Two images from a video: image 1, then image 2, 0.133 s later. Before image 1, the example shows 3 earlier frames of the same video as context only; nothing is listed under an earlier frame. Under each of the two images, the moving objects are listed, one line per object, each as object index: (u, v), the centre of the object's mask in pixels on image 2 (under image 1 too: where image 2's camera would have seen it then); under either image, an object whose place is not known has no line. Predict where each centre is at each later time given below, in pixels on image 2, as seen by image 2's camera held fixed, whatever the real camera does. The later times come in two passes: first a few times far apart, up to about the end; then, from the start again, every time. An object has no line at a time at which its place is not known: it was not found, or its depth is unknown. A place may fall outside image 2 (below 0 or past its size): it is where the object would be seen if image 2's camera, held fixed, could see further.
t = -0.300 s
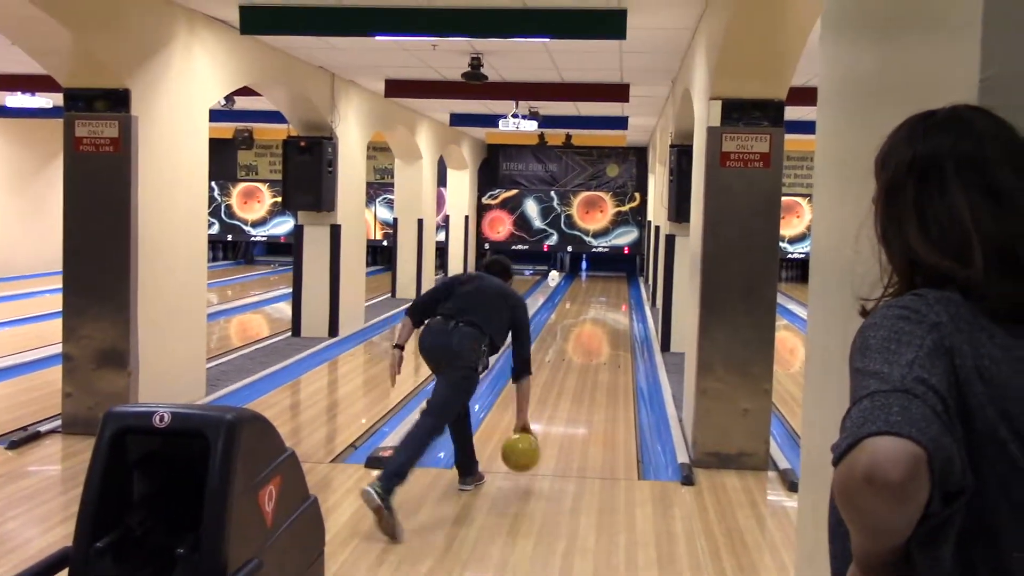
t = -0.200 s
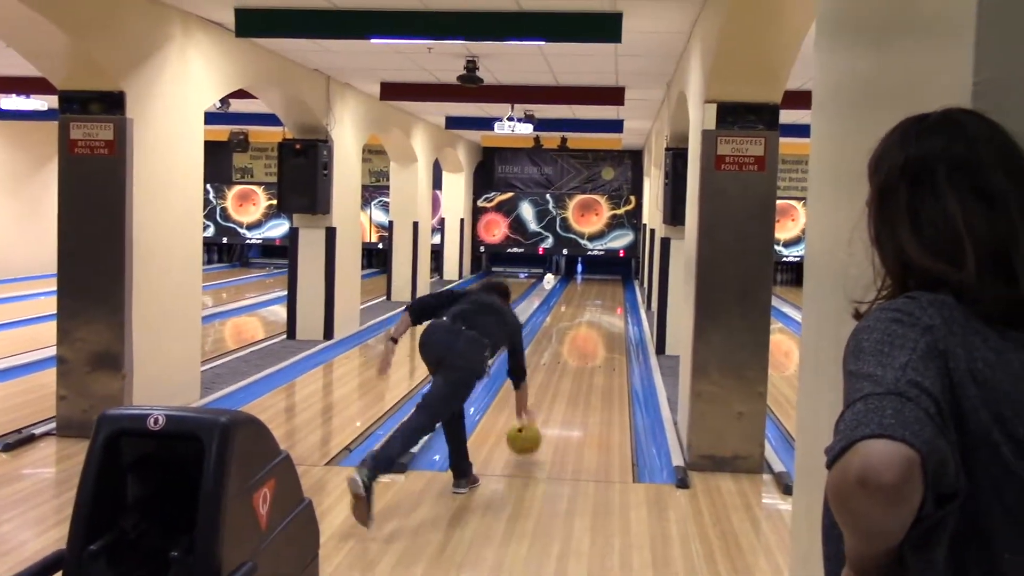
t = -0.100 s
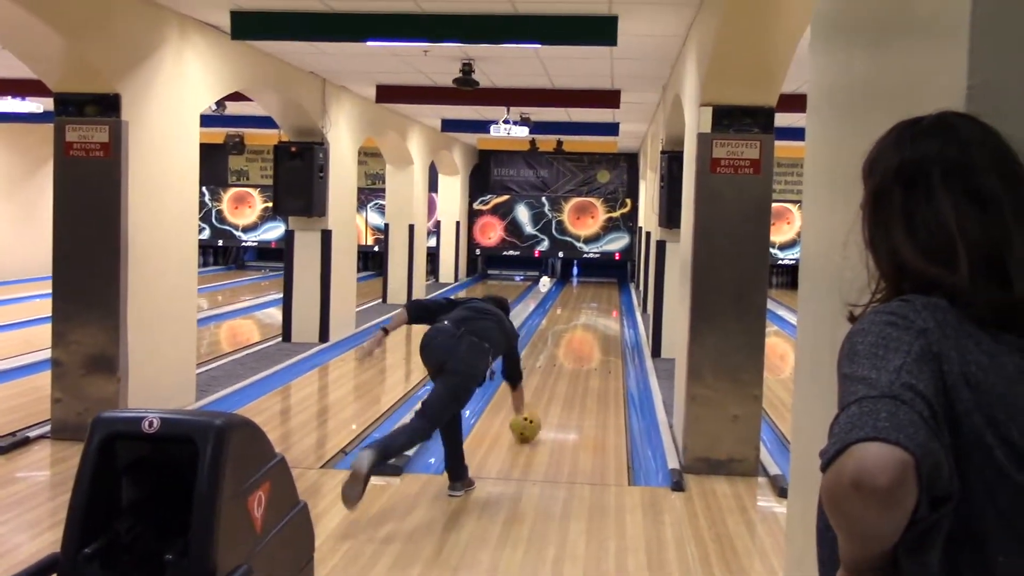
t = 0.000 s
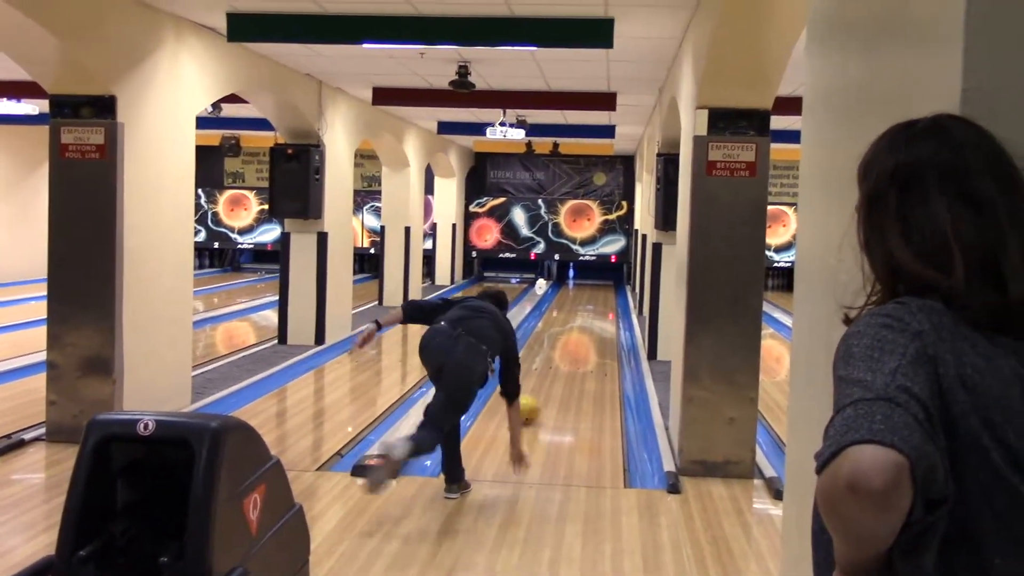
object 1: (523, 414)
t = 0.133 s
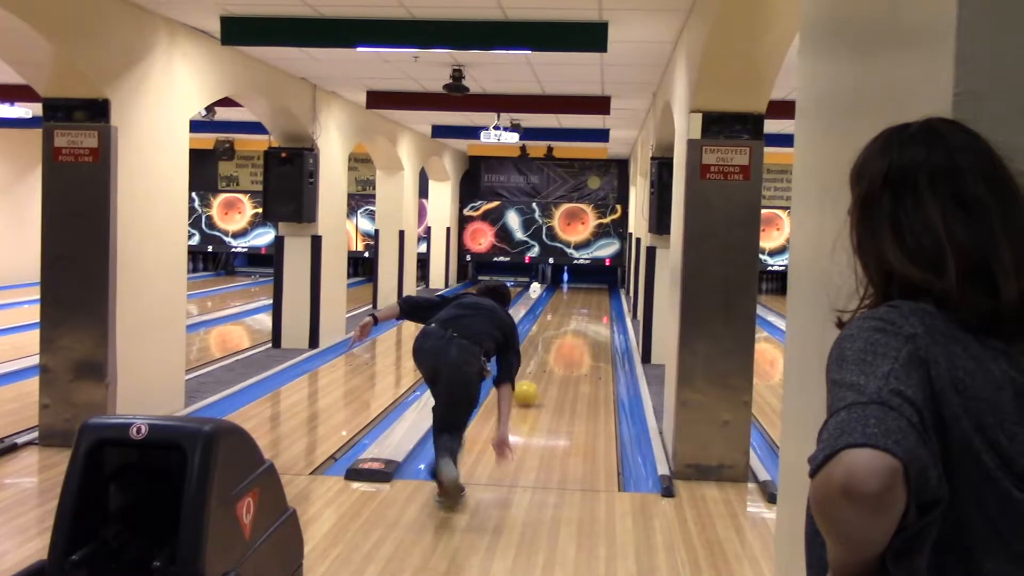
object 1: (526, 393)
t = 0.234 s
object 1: (529, 381)
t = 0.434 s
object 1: (539, 361)
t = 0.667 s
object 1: (540, 343)
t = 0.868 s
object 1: (542, 331)
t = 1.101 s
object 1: (544, 320)
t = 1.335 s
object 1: (548, 311)
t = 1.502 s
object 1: (550, 305)
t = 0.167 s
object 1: (526, 389)
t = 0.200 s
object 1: (528, 385)
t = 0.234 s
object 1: (529, 381)
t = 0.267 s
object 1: (531, 377)
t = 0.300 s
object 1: (533, 374)
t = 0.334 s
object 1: (535, 371)
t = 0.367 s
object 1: (536, 368)
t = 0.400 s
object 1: (537, 365)
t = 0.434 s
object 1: (539, 361)
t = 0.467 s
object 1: (539, 359)
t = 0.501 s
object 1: (539, 356)
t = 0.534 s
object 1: (539, 353)
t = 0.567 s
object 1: (540, 351)
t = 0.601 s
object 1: (540, 347)
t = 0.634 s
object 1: (540, 345)
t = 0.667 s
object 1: (540, 343)
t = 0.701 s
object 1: (540, 341)
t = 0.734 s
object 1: (540, 339)
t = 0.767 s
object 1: (540, 337)
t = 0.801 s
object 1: (541, 335)
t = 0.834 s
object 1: (541, 333)
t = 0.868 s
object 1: (542, 331)
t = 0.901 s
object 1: (542, 329)
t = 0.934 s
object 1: (542, 328)
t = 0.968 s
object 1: (543, 326)
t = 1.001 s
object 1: (543, 325)
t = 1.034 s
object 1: (543, 323)
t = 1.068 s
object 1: (544, 321)
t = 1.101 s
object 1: (544, 320)
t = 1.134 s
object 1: (545, 319)
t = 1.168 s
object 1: (546, 317)
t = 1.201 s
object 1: (546, 316)
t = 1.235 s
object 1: (547, 315)
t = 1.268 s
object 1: (547, 313)
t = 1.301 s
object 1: (548, 312)
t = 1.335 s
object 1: (548, 311)
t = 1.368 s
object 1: (549, 310)
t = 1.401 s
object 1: (549, 309)
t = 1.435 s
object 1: (549, 307)
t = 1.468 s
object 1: (549, 306)
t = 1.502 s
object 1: (550, 305)
